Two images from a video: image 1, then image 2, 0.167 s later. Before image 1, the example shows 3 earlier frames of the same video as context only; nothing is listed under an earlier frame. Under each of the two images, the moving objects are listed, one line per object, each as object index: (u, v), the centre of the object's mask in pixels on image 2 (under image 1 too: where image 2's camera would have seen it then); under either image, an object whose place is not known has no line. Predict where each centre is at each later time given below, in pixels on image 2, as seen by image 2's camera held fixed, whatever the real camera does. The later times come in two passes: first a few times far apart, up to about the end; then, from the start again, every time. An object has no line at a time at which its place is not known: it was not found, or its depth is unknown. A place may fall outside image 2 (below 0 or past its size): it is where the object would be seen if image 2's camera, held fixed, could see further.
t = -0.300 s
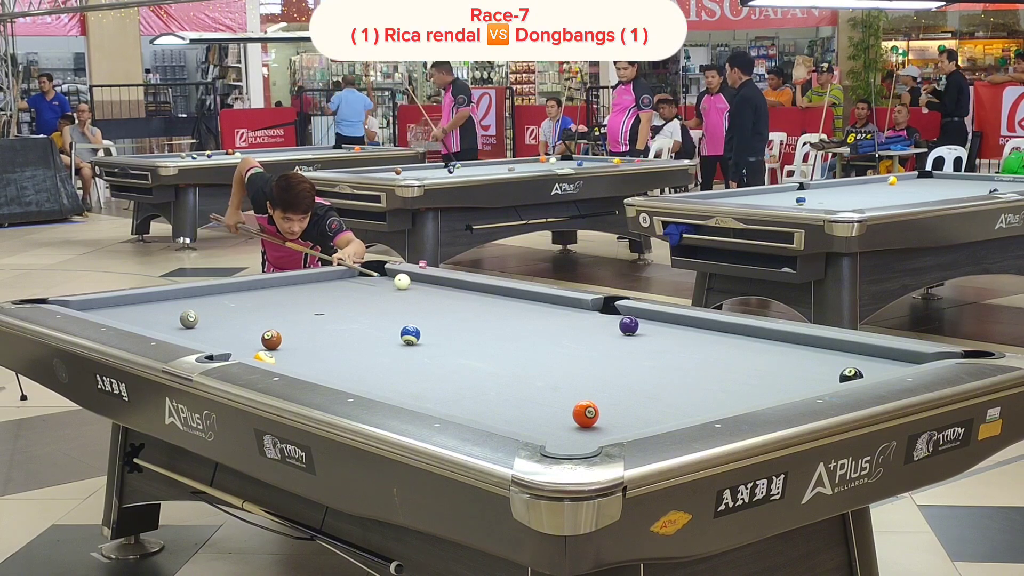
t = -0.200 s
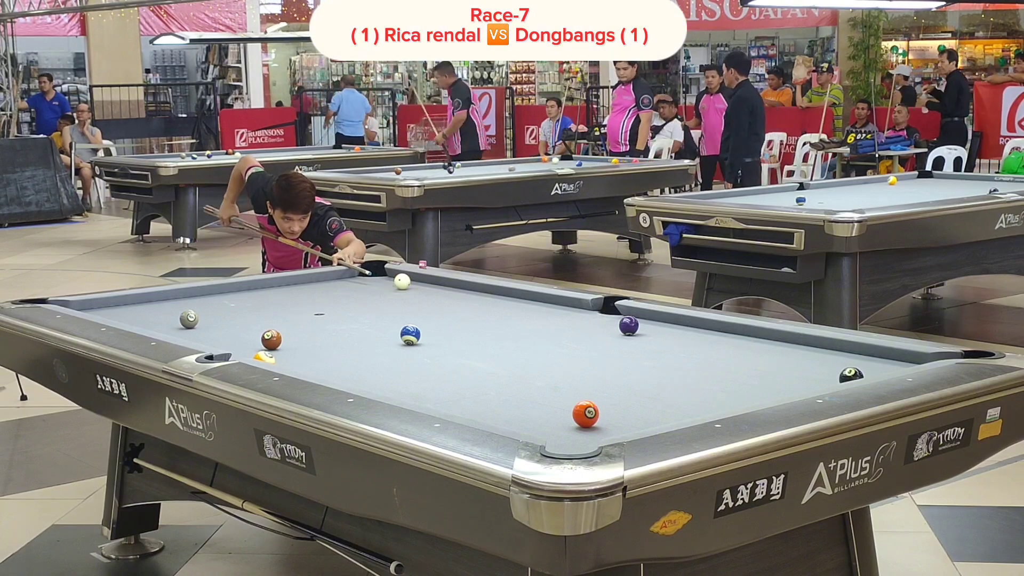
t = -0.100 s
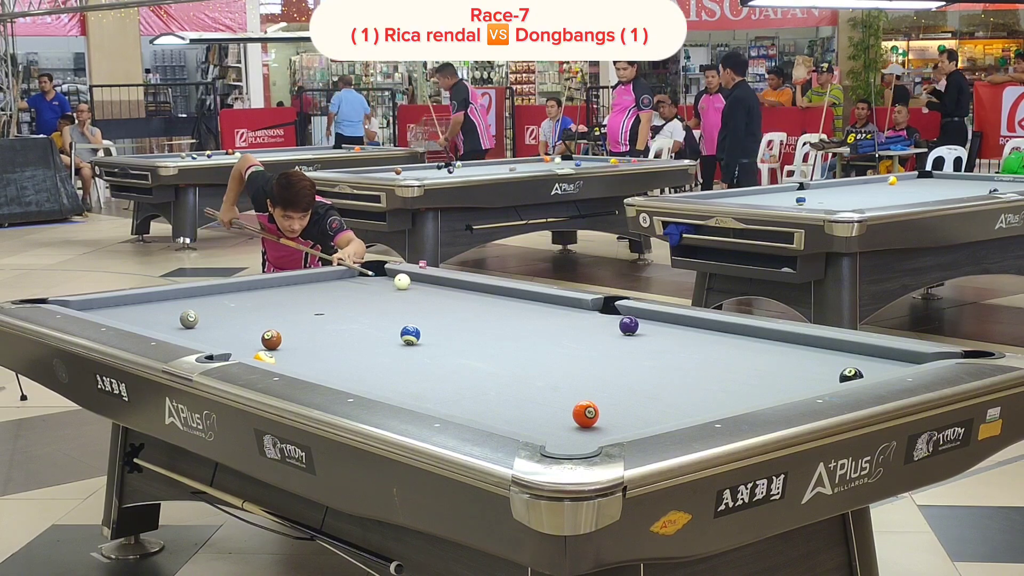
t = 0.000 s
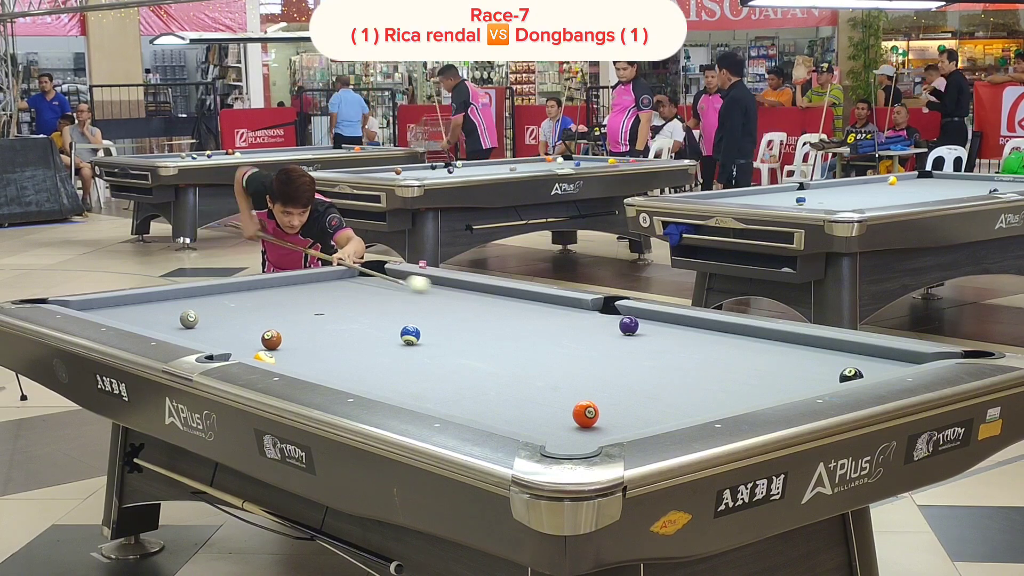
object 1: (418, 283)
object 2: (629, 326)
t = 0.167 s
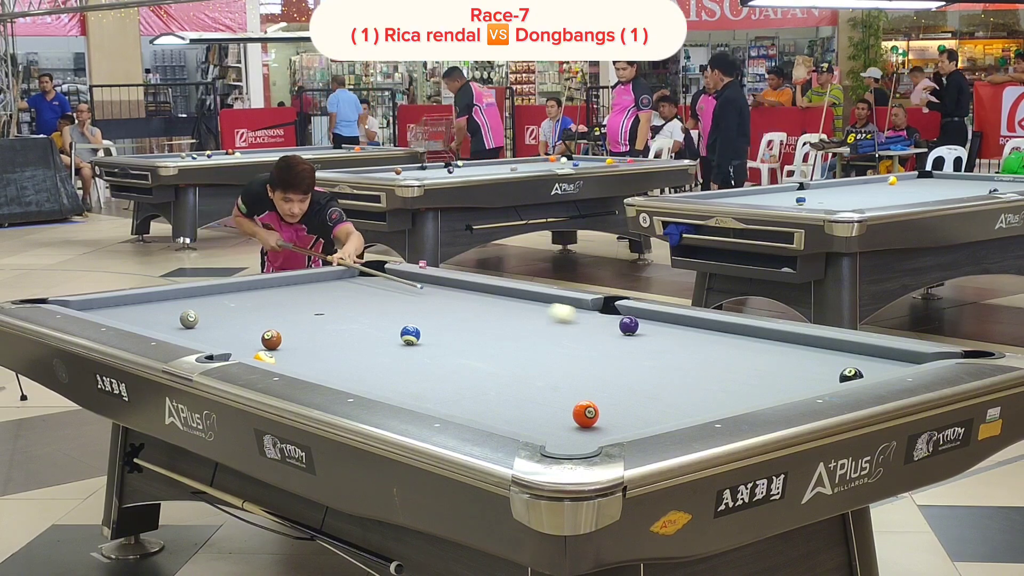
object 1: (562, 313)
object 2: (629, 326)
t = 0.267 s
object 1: (602, 327)
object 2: (689, 332)
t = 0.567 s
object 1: (557, 345)
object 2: (941, 356)
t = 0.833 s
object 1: (516, 362)
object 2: (923, 357)
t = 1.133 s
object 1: (465, 384)
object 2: (909, 360)
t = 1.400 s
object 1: (416, 398)
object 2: (899, 363)
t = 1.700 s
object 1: (458, 397)
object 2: (889, 365)
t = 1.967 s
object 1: (492, 392)
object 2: (882, 367)
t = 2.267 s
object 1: (525, 386)
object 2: (876, 368)
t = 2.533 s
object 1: (551, 382)
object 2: (872, 369)
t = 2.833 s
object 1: (578, 377)
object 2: (870, 369)
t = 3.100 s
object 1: (598, 373)
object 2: (869, 370)
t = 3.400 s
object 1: (617, 369)
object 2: (869, 370)
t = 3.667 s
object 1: (633, 366)
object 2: (869, 369)
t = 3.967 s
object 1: (648, 363)
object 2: (869, 369)
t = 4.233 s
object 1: (660, 360)
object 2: (869, 369)
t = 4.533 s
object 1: (670, 358)
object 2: (869, 370)
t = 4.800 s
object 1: (677, 356)
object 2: (868, 370)
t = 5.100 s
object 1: (684, 354)
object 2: (869, 370)
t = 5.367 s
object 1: (688, 353)
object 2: (868, 370)
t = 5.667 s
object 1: (691, 352)
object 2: (868, 370)
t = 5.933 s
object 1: (692, 352)
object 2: (869, 369)
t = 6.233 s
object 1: (692, 351)
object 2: (869, 370)
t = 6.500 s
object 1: (692, 351)
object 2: (869, 369)
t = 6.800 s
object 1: (692, 351)
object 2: (868, 370)
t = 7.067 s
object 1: (692, 351)
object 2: (869, 369)
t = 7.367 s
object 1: (692, 351)
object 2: (869, 369)
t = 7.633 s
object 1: (692, 351)
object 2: (868, 370)
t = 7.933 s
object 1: (692, 351)
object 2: (868, 370)
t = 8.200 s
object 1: (692, 351)
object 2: (868, 370)
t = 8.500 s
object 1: (692, 351)
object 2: (868, 370)
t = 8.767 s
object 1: (692, 351)
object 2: (869, 370)
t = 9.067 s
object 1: (692, 351)
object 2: (869, 370)
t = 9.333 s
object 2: (869, 370)
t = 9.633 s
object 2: (869, 370)
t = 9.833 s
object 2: (865, 370)
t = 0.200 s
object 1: (594, 320)
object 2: (629, 326)
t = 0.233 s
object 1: (609, 324)
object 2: (648, 327)
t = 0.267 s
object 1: (602, 327)
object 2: (689, 332)
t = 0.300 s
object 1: (596, 329)
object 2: (731, 335)
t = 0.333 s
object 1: (591, 331)
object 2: (777, 340)
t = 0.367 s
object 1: (586, 333)
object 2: (821, 346)
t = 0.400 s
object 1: (581, 335)
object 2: (866, 351)
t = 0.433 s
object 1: (577, 337)
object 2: (912, 356)
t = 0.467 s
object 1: (572, 339)
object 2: (937, 357)
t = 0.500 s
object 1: (567, 341)
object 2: (942, 355)
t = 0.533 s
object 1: (562, 343)
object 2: (941, 355)
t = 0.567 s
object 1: (557, 345)
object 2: (941, 356)
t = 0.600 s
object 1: (552, 347)
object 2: (938, 356)
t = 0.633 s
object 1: (547, 349)
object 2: (936, 356)
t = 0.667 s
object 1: (542, 351)
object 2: (933, 356)
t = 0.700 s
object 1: (537, 354)
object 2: (930, 356)
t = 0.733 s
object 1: (532, 356)
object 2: (928, 356)
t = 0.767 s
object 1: (526, 358)
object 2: (926, 357)
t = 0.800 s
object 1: (521, 360)
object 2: (925, 357)
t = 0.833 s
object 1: (516, 362)
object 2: (923, 357)
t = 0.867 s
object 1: (510, 365)
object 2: (921, 358)
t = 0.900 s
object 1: (505, 367)
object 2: (919, 358)
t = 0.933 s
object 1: (499, 369)
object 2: (919, 358)
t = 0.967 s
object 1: (494, 371)
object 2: (917, 359)
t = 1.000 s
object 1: (488, 374)
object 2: (915, 359)
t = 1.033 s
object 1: (482, 376)
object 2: (914, 359)
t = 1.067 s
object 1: (476, 379)
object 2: (912, 360)
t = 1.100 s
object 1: (471, 381)
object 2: (911, 360)
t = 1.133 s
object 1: (465, 384)
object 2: (909, 360)
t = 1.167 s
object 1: (458, 386)
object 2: (908, 361)
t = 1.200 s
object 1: (452, 389)
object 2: (907, 361)
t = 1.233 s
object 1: (447, 391)
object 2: (905, 361)
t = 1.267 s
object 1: (440, 394)
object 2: (904, 362)
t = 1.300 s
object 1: (434, 396)
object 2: (903, 362)
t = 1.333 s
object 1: (428, 397)
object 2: (901, 362)
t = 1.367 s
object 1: (422, 398)
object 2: (900, 363)
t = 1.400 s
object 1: (416, 398)
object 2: (899, 363)
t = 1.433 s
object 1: (421, 398)
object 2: (898, 363)
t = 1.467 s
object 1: (427, 399)
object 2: (897, 364)
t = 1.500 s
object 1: (431, 399)
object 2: (896, 364)
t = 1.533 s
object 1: (437, 399)
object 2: (894, 364)
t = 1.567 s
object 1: (441, 399)
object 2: (894, 364)
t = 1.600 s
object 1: (445, 399)
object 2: (892, 364)
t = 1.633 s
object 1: (450, 399)
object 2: (891, 365)
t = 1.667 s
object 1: (454, 398)
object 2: (890, 365)
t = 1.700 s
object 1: (458, 397)
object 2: (889, 365)
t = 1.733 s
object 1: (463, 397)
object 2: (888, 365)
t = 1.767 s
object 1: (467, 396)
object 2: (887, 366)
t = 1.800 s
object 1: (471, 395)
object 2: (886, 366)
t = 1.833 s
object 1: (475, 395)
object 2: (885, 366)
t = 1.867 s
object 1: (480, 394)
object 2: (884, 366)
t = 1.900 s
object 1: (484, 393)
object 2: (883, 366)
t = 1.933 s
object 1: (488, 393)
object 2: (883, 367)
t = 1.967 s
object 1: (492, 392)
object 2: (882, 367)
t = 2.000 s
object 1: (496, 391)
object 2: (881, 367)
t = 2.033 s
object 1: (500, 391)
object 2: (880, 367)
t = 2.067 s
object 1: (504, 390)
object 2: (879, 367)
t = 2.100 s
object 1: (507, 389)
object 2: (879, 367)
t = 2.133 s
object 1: (511, 389)
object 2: (878, 368)
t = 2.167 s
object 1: (515, 388)
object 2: (877, 368)
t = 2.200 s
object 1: (518, 387)
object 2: (877, 368)
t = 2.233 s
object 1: (522, 387)
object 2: (876, 368)
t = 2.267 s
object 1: (525, 386)
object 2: (876, 368)
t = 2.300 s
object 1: (529, 386)
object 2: (875, 368)
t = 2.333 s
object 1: (532, 385)
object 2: (875, 369)
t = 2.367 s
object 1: (535, 385)
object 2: (874, 369)
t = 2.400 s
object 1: (539, 384)
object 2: (874, 369)
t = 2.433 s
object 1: (542, 383)
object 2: (873, 369)
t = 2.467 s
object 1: (545, 383)
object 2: (873, 369)
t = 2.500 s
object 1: (548, 382)
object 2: (872, 369)
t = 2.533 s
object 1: (551, 382)
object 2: (872, 369)
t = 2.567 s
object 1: (555, 381)
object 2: (872, 369)
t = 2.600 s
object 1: (558, 381)
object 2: (872, 369)
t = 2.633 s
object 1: (561, 380)
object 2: (871, 369)
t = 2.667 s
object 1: (564, 379)
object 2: (871, 369)
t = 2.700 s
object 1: (567, 379)
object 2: (871, 369)
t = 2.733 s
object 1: (569, 378)
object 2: (870, 369)
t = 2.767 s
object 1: (572, 378)
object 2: (870, 369)
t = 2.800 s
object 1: (575, 377)
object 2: (870, 369)
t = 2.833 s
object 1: (578, 377)
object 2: (870, 369)
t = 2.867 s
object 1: (580, 376)
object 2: (870, 369)
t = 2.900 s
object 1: (583, 376)
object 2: (869, 370)
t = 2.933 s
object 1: (585, 375)
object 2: (869, 370)
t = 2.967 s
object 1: (588, 375)
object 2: (869, 370)
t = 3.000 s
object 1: (590, 374)
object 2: (869, 370)
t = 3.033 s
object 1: (593, 374)
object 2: (868, 370)
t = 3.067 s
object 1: (595, 373)
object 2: (868, 370)
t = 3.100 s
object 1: (598, 373)
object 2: (869, 370)
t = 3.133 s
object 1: (600, 372)
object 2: (869, 370)
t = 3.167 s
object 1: (602, 372)
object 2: (869, 370)
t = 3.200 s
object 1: (604, 371)
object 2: (869, 370)
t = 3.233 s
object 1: (607, 371)
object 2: (869, 370)
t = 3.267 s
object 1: (609, 371)
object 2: (868, 370)
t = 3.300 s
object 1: (611, 370)
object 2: (869, 370)
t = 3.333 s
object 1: (613, 370)
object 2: (869, 370)
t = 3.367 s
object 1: (615, 369)
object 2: (869, 370)
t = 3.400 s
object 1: (617, 369)
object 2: (869, 370)
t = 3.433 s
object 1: (620, 368)
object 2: (869, 370)
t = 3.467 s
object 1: (622, 368)
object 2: (869, 370)
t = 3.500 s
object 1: (623, 368)
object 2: (869, 370)
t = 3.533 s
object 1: (625, 367)
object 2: (869, 369)
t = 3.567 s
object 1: (627, 367)
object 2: (869, 369)
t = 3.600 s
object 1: (629, 366)
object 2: (869, 369)
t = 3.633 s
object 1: (631, 366)
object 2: (869, 369)
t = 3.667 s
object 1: (633, 366)
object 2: (869, 369)
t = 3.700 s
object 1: (635, 365)
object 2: (869, 369)
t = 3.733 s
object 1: (637, 365)
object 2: (869, 369)
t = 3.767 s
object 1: (638, 365)
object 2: (869, 369)
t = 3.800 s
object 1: (640, 364)
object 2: (869, 369)
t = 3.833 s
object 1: (642, 364)
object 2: (868, 370)
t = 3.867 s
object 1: (643, 364)
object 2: (868, 370)
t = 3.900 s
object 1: (645, 363)
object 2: (868, 370)
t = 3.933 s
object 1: (646, 363)
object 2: (869, 369)
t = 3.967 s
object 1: (648, 363)
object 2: (869, 369)
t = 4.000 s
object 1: (650, 362)
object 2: (868, 370)
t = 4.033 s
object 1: (651, 362)
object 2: (869, 369)
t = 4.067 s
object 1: (653, 362)
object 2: (869, 370)
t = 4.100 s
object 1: (654, 361)
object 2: (869, 369)
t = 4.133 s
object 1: (656, 361)
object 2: (869, 369)
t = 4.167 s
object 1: (657, 361)
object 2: (869, 369)
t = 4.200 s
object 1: (658, 360)
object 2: (869, 369)
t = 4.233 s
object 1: (660, 360)
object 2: (869, 369)
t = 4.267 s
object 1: (661, 360)
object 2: (868, 370)
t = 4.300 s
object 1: (662, 360)
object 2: (868, 370)
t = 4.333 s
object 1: (663, 359)
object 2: (869, 369)
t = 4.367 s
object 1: (665, 359)
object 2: (869, 369)
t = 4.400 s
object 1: (666, 359)
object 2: (869, 369)
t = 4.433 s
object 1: (667, 358)
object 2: (869, 369)
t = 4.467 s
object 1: (668, 358)
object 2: (869, 369)
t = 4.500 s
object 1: (669, 358)
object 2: (869, 369)
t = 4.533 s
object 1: (670, 358)
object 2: (869, 370)
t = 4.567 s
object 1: (671, 357)
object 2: (869, 369)
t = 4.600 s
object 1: (672, 357)
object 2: (869, 369)
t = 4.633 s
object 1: (673, 357)
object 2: (869, 369)
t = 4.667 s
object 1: (674, 357)
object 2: (869, 369)
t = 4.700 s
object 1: (675, 356)
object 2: (869, 369)
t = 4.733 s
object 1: (675, 356)
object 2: (869, 369)
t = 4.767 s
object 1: (676, 356)
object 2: (869, 370)
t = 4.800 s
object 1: (677, 356)
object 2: (868, 370)
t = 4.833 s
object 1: (678, 356)
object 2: (869, 369)
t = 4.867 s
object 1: (679, 355)
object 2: (869, 369)
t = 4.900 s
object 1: (679, 355)
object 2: (868, 370)
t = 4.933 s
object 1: (680, 355)
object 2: (868, 370)
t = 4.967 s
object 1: (681, 355)
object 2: (869, 369)
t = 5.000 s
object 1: (682, 355)
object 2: (869, 369)
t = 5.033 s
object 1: (683, 354)
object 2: (869, 369)
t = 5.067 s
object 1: (683, 354)
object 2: (868, 370)
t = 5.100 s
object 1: (684, 354)
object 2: (869, 370)
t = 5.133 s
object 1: (685, 354)
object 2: (869, 369)
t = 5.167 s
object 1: (685, 354)
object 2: (869, 369)
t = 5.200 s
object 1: (686, 354)
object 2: (869, 369)
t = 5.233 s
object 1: (686, 354)
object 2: (868, 370)
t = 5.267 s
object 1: (687, 354)
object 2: (869, 369)
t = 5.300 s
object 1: (687, 353)
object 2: (869, 369)
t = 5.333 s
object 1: (688, 353)
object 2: (868, 370)
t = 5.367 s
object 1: (688, 353)
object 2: (868, 370)
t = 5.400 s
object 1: (689, 353)
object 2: (869, 369)
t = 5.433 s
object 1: (689, 353)
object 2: (869, 370)
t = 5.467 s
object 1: (689, 353)
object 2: (869, 369)
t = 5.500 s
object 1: (690, 353)
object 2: (869, 369)
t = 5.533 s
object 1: (690, 353)
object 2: (869, 370)
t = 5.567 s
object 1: (690, 353)
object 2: (869, 369)
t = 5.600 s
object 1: (691, 353)
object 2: (869, 369)
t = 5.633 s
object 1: (691, 352)
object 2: (869, 369)
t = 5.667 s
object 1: (691, 352)
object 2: (868, 370)
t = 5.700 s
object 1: (691, 352)
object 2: (868, 370)
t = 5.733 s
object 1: (691, 352)
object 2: (869, 369)
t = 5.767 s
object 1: (691, 352)
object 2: (868, 370)
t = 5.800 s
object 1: (691, 352)
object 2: (868, 370)
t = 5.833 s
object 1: (692, 352)
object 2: (869, 369)
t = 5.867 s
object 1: (692, 352)
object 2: (869, 370)
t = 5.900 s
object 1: (692, 352)
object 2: (869, 370)
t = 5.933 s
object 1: (692, 352)
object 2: (869, 369)
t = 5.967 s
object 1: (692, 351)
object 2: (869, 370)
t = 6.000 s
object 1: (692, 351)
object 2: (869, 370)
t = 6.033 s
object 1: (692, 351)
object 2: (868, 370)
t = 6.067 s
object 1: (692, 351)
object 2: (868, 370)
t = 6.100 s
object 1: (692, 351)
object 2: (869, 369)
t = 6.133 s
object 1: (692, 351)
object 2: (869, 369)
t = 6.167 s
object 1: (692, 351)
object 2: (869, 370)
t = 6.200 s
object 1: (692, 351)
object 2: (869, 369)
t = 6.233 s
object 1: (692, 351)
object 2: (869, 370)
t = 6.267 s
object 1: (692, 351)
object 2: (869, 369)
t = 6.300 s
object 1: (692, 351)
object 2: (869, 369)
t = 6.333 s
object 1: (692, 351)
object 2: (868, 370)
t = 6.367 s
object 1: (692, 351)
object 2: (868, 370)
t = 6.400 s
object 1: (692, 351)
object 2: (869, 369)
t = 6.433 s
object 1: (692, 351)
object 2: (868, 370)
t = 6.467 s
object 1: (692, 351)
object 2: (868, 370)
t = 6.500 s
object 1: (692, 351)
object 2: (869, 369)
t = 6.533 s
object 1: (692, 351)
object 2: (869, 370)
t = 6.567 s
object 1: (692, 351)
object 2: (869, 369)
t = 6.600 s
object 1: (692, 351)
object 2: (869, 369)
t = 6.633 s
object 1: (692, 351)
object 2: (869, 369)
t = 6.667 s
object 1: (692, 351)
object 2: (869, 369)
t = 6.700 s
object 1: (692, 351)
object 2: (869, 369)
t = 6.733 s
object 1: (692, 351)
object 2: (869, 369)
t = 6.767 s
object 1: (692, 351)
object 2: (868, 370)
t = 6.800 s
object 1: (692, 351)
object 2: (868, 370)
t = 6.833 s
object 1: (692, 351)
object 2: (868, 370)
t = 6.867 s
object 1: (692, 351)
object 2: (868, 370)
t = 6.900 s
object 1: (692, 351)
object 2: (869, 369)
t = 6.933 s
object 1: (692, 351)
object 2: (869, 369)
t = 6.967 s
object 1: (692, 351)
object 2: (869, 370)
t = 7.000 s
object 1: (692, 351)
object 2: (869, 370)
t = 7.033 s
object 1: (692, 351)
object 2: (869, 369)
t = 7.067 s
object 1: (692, 351)
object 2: (869, 369)
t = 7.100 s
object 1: (692, 351)
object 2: (869, 369)
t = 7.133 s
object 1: (692, 351)
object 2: (868, 370)
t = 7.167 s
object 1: (692, 351)
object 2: (869, 369)
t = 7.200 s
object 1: (692, 351)
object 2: (869, 369)
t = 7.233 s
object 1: (692, 351)
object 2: (868, 370)
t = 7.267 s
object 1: (692, 351)
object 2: (868, 370)
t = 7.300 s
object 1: (692, 351)
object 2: (869, 369)
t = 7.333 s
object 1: (692, 351)
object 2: (869, 369)
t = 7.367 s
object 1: (692, 351)
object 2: (869, 369)
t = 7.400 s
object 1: (692, 351)
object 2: (869, 369)
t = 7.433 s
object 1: (692, 351)
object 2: (868, 370)
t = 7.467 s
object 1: (692, 351)
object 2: (868, 370)
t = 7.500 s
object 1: (692, 351)
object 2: (868, 370)
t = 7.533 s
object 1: (692, 351)
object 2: (869, 369)
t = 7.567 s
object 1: (692, 351)
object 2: (868, 370)
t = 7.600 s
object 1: (692, 351)
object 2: (868, 370)
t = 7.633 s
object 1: (692, 351)
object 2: (868, 370)
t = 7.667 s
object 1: (692, 351)
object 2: (869, 369)
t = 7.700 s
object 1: (692, 351)
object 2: (868, 370)
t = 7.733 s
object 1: (692, 351)
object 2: (869, 369)
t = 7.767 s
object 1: (692, 351)
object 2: (869, 369)
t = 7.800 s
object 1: (692, 351)
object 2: (869, 369)
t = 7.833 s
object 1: (692, 351)
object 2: (869, 369)
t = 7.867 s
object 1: (692, 351)
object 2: (869, 369)
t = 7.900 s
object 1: (692, 351)
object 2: (868, 370)
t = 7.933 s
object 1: (692, 351)
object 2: (868, 370)
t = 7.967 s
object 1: (692, 351)
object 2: (868, 370)
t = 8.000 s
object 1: (692, 351)
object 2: (868, 370)
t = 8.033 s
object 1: (692, 351)
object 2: (868, 370)
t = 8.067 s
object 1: (692, 351)
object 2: (868, 370)
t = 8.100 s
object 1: (692, 351)
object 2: (868, 370)
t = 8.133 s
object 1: (692, 351)
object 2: (868, 370)
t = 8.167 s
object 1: (692, 351)
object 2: (868, 370)
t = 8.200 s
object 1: (692, 351)
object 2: (868, 370)
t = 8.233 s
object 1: (692, 351)
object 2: (868, 370)
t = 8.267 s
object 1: (692, 351)
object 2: (869, 369)
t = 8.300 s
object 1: (692, 351)
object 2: (868, 370)
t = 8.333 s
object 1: (692, 351)
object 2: (868, 370)
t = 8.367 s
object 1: (692, 351)
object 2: (868, 370)
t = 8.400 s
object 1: (692, 351)
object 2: (868, 370)
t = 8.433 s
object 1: (692, 351)
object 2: (868, 370)
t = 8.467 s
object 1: (692, 351)
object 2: (868, 370)
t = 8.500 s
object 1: (692, 351)
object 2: (868, 370)
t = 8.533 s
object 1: (692, 351)
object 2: (869, 370)
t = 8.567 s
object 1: (692, 351)
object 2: (869, 370)
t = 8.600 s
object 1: (692, 351)
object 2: (869, 370)
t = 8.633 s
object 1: (692, 351)
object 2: (869, 370)
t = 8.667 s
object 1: (692, 351)
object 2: (869, 370)
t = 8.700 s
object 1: (692, 351)
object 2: (869, 370)
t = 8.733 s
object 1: (692, 351)
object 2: (869, 370)
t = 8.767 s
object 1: (692, 351)
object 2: (869, 370)
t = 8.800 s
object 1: (692, 351)
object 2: (869, 370)
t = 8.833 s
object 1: (692, 351)
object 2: (868, 370)
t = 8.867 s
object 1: (692, 351)
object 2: (869, 370)
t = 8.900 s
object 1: (692, 351)
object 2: (868, 370)
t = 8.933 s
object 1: (692, 351)
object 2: (869, 370)
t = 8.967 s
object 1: (692, 351)
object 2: (869, 370)
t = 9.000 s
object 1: (692, 351)
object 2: (869, 370)
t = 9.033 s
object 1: (692, 351)
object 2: (869, 370)
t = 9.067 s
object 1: (692, 351)
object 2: (869, 370)
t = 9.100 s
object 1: (692, 351)
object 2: (869, 370)
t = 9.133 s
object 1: (692, 351)
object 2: (869, 370)
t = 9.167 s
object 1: (692, 351)
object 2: (869, 370)
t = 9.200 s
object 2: (869, 370)
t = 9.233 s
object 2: (869, 370)
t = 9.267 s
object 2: (869, 370)
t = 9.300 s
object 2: (868, 370)
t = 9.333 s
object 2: (869, 370)
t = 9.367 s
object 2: (869, 370)
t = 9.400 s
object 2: (869, 370)
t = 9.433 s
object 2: (868, 370)
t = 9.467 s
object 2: (868, 370)
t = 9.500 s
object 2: (868, 370)
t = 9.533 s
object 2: (869, 370)
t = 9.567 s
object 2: (868, 370)
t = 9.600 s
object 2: (869, 370)
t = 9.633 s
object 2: (869, 370)
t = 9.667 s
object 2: (869, 370)
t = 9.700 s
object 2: (869, 370)
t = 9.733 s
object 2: (868, 370)
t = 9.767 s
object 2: (868, 370)
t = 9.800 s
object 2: (869, 370)
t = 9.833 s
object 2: (865, 370)
